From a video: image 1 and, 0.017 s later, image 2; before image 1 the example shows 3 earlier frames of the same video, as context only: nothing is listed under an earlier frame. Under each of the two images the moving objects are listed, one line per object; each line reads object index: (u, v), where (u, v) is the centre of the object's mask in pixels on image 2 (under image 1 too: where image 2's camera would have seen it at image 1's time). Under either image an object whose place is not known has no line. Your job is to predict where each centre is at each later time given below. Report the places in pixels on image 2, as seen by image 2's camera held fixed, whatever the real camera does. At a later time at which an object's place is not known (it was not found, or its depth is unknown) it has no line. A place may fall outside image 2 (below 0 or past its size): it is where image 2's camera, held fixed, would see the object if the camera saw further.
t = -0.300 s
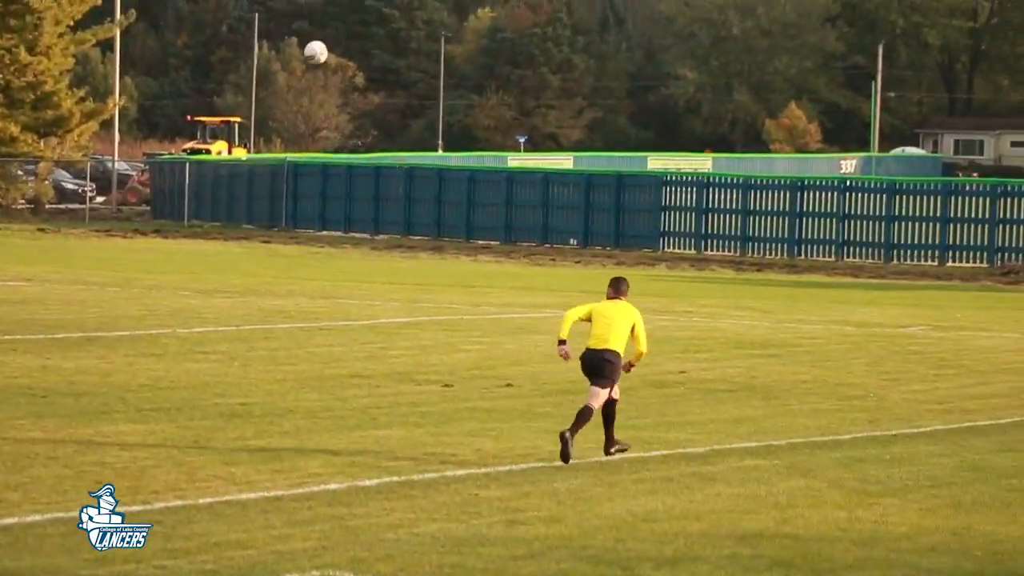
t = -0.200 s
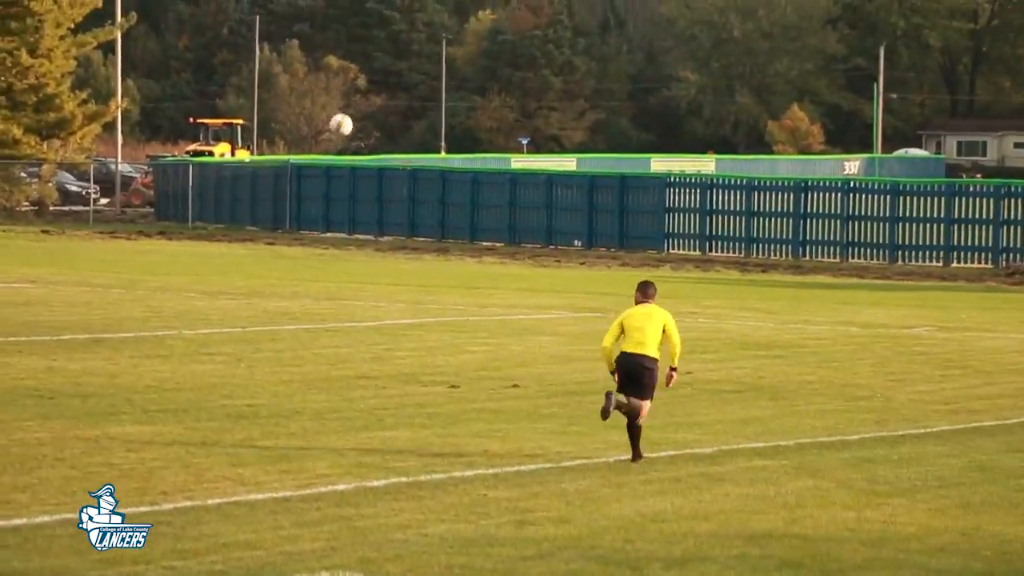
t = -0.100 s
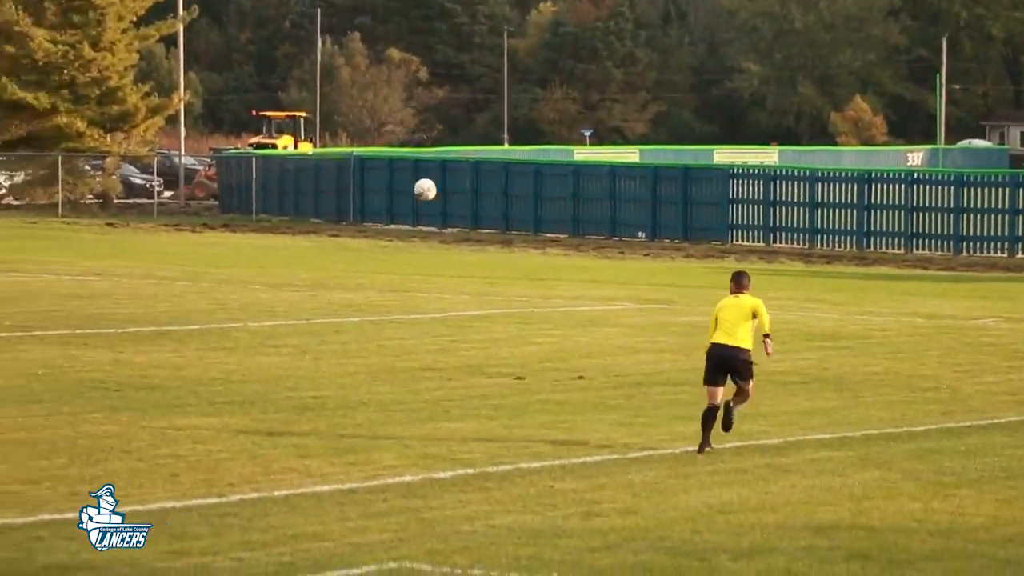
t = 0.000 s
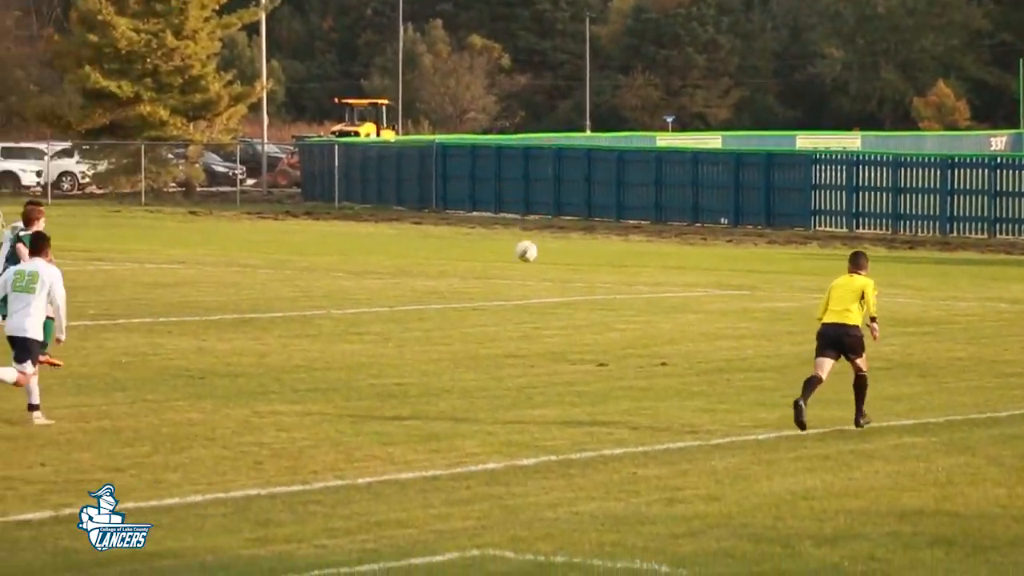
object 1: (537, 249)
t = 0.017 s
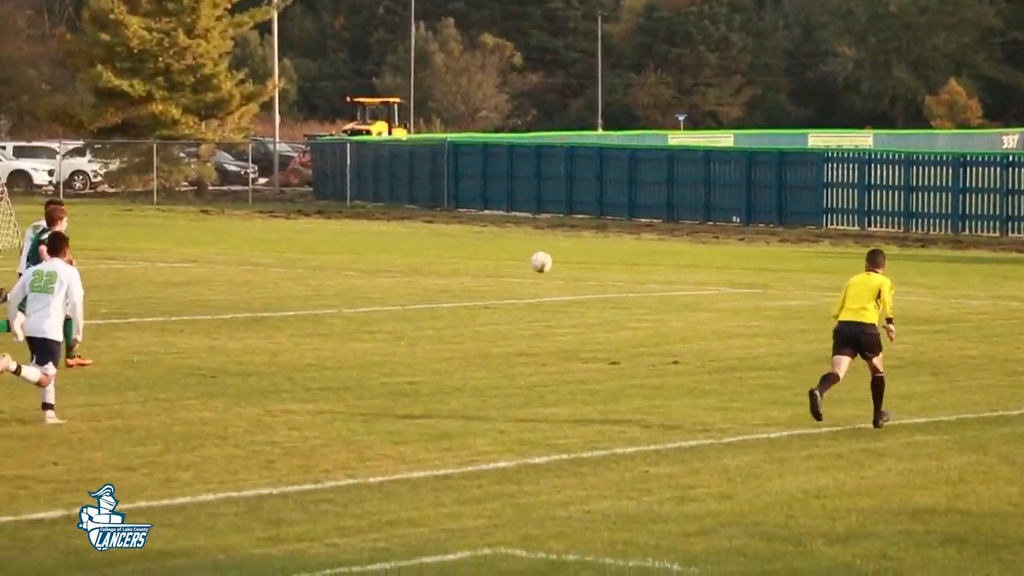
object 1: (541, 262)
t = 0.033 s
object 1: (544, 276)
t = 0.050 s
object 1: (546, 289)
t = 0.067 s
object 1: (550, 300)
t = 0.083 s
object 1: (552, 314)
